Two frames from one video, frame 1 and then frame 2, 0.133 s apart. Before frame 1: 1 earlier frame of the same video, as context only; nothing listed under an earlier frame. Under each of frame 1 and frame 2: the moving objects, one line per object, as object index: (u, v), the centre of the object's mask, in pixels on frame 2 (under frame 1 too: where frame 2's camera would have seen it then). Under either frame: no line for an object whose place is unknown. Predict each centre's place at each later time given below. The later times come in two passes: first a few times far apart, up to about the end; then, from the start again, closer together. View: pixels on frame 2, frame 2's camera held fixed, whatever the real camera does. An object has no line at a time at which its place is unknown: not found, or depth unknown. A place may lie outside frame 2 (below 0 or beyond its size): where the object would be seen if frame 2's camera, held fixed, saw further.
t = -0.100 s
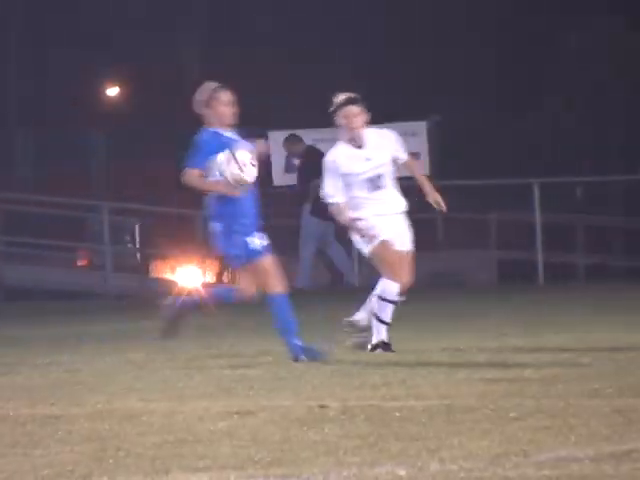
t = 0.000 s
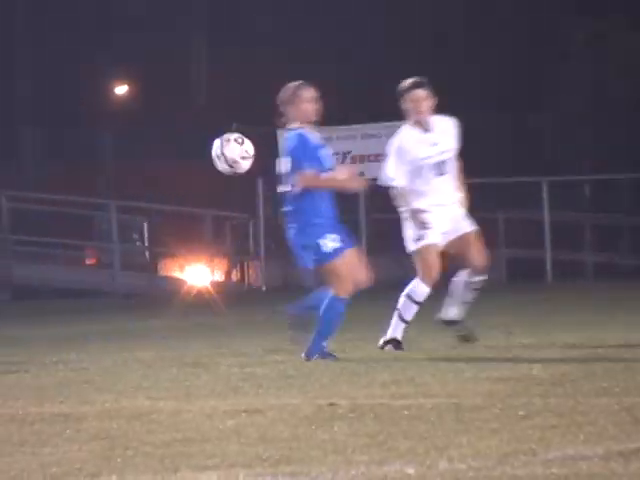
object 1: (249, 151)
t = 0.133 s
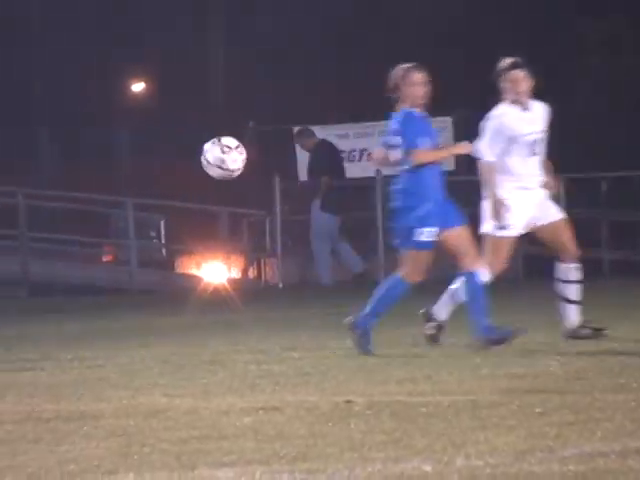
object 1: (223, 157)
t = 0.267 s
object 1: (195, 190)
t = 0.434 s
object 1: (139, 269)
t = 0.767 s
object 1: (32, 323)
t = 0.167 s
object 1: (216, 162)
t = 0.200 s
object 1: (210, 169)
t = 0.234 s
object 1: (203, 178)
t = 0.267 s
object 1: (195, 190)
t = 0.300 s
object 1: (185, 203)
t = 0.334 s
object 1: (174, 217)
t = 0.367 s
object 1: (164, 232)
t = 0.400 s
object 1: (151, 249)
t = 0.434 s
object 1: (139, 269)
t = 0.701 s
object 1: (55, 348)
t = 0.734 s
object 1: (44, 335)
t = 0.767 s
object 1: (32, 323)
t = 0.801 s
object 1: (23, 312)
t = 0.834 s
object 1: (13, 304)
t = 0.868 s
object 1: (7, 297)
